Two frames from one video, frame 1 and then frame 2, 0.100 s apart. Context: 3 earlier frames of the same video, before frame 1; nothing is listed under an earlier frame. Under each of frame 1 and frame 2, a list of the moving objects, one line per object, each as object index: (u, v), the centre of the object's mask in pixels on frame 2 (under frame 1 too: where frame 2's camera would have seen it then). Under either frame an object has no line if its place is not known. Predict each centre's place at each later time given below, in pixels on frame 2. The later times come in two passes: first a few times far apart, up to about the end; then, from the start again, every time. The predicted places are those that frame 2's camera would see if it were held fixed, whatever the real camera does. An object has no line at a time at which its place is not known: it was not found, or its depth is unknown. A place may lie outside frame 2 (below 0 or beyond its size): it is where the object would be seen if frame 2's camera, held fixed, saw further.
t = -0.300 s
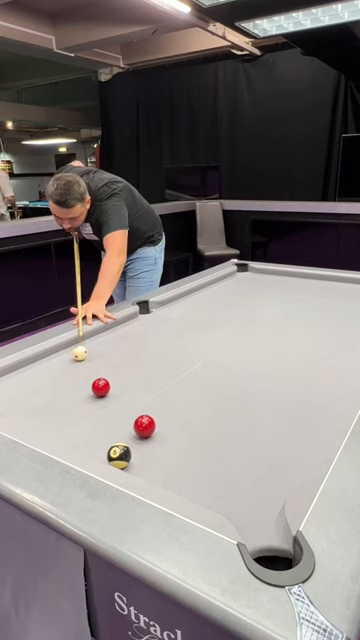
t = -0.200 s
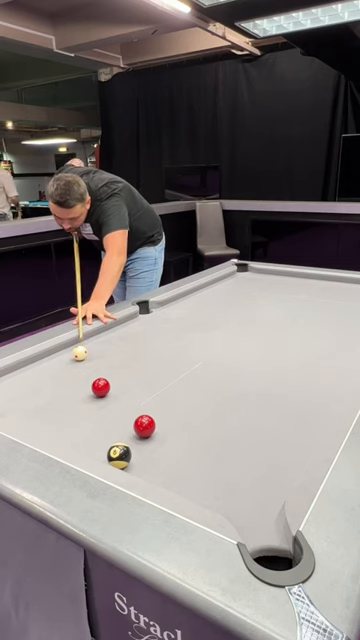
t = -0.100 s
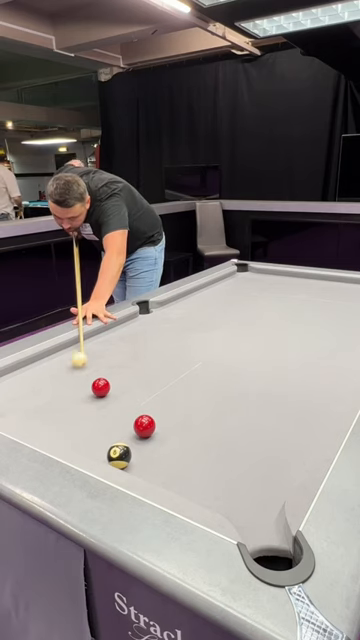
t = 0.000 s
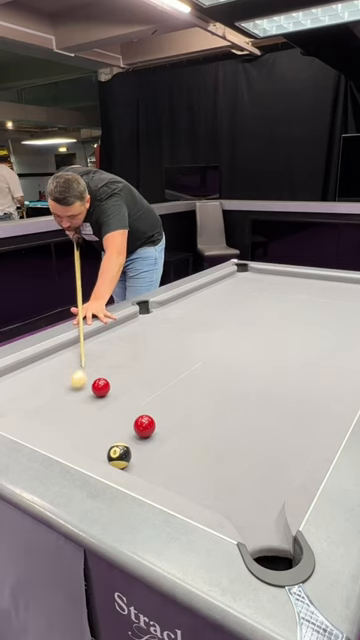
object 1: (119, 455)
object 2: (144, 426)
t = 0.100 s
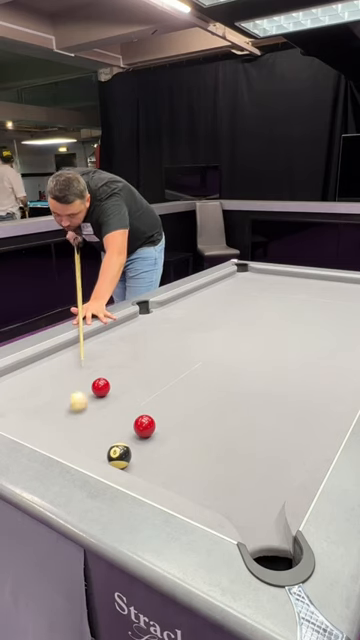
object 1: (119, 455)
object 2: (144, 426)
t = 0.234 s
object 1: (119, 455)
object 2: (144, 426)
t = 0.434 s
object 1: (126, 458)
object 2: (144, 426)
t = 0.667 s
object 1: (158, 474)
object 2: (152, 422)
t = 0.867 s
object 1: (188, 488)
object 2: (165, 416)
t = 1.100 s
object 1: (223, 504)
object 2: (179, 410)
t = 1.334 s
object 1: (259, 526)
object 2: (190, 404)
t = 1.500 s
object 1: (272, 548)
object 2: (196, 401)
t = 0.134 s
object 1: (119, 455)
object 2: (144, 426)
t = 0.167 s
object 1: (119, 455)
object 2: (144, 426)
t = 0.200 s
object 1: (119, 455)
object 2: (144, 426)
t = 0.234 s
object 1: (119, 455)
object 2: (144, 426)
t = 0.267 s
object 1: (119, 455)
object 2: (144, 426)
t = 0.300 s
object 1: (119, 455)
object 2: (144, 426)
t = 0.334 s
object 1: (119, 455)
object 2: (144, 426)
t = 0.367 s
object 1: (119, 455)
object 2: (144, 426)
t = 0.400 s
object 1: (121, 456)
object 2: (144, 426)
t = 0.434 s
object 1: (126, 458)
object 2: (144, 426)
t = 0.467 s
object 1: (131, 461)
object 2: (144, 426)
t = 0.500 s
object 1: (136, 463)
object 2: (144, 426)
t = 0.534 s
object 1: (141, 465)
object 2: (144, 426)
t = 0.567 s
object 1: (146, 467)
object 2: (145, 426)
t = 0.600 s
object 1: (150, 469)
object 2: (147, 425)
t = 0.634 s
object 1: (154, 472)
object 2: (150, 423)
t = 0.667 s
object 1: (158, 474)
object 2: (152, 422)
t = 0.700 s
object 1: (163, 476)
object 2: (154, 421)
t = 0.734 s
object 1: (168, 478)
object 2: (157, 420)
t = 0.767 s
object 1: (173, 481)
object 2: (159, 419)
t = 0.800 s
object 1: (179, 483)
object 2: (161, 418)
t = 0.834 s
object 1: (182, 485)
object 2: (163, 417)
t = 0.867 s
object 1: (188, 488)
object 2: (165, 416)
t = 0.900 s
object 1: (193, 490)
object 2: (167, 415)
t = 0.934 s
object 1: (198, 492)
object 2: (169, 414)
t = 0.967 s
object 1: (203, 494)
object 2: (171, 413)
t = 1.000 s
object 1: (208, 497)
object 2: (173, 412)
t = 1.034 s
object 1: (213, 499)
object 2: (175, 411)
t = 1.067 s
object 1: (218, 502)
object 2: (177, 410)
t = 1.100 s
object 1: (223, 504)
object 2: (179, 410)
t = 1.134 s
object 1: (228, 508)
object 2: (180, 409)
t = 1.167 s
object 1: (233, 511)
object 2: (182, 408)
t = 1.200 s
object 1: (238, 514)
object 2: (184, 407)
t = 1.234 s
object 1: (243, 518)
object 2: (185, 406)
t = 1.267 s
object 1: (248, 522)
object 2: (187, 406)
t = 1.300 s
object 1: (253, 525)
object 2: (188, 405)
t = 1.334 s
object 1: (259, 526)
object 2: (190, 404)
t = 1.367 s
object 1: (264, 529)
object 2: (191, 403)
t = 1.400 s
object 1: (270, 532)
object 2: (192, 403)
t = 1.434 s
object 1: (273, 535)
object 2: (194, 402)
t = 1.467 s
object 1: (271, 539)
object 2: (195, 401)
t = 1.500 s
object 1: (272, 548)
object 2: (196, 401)
